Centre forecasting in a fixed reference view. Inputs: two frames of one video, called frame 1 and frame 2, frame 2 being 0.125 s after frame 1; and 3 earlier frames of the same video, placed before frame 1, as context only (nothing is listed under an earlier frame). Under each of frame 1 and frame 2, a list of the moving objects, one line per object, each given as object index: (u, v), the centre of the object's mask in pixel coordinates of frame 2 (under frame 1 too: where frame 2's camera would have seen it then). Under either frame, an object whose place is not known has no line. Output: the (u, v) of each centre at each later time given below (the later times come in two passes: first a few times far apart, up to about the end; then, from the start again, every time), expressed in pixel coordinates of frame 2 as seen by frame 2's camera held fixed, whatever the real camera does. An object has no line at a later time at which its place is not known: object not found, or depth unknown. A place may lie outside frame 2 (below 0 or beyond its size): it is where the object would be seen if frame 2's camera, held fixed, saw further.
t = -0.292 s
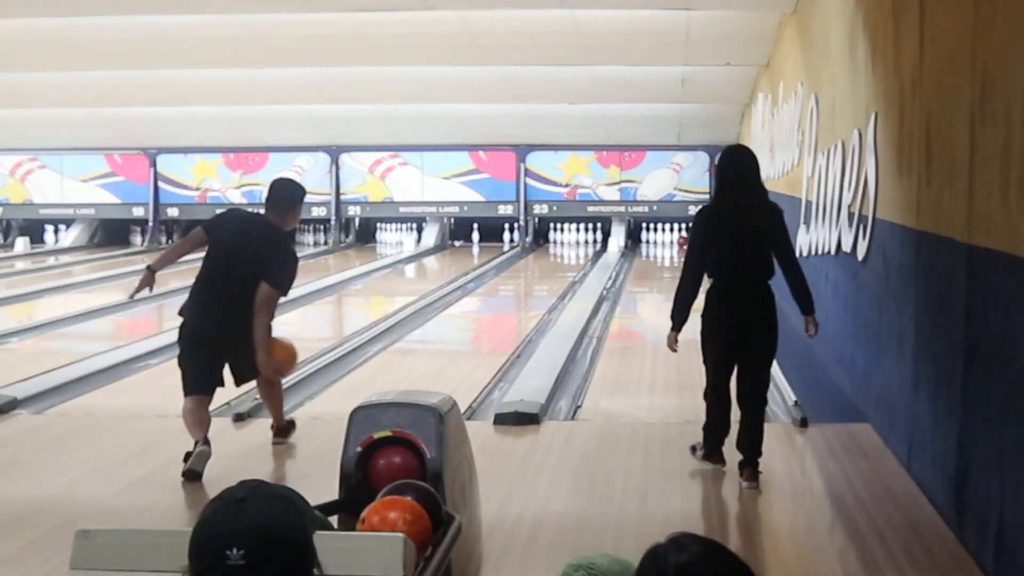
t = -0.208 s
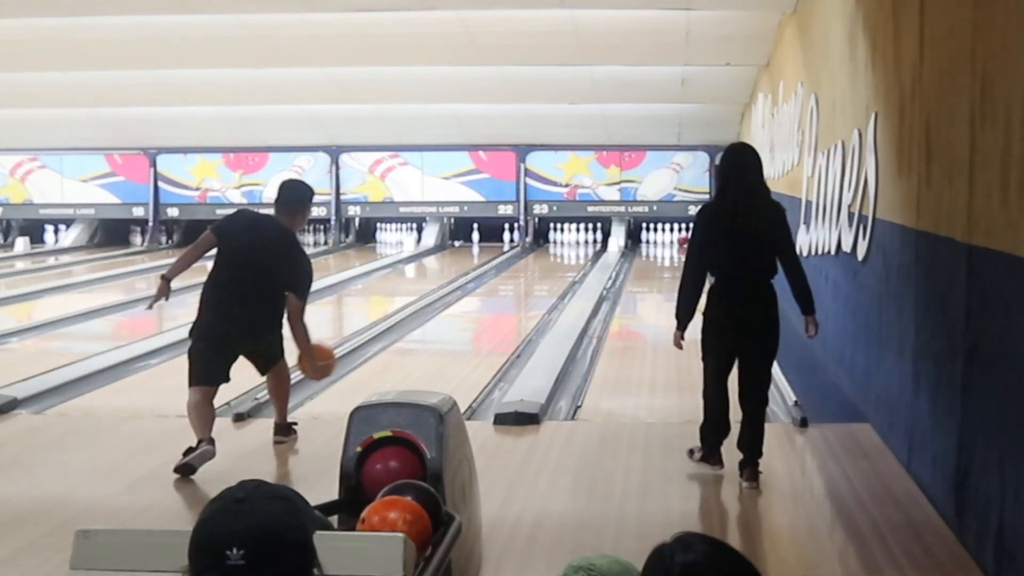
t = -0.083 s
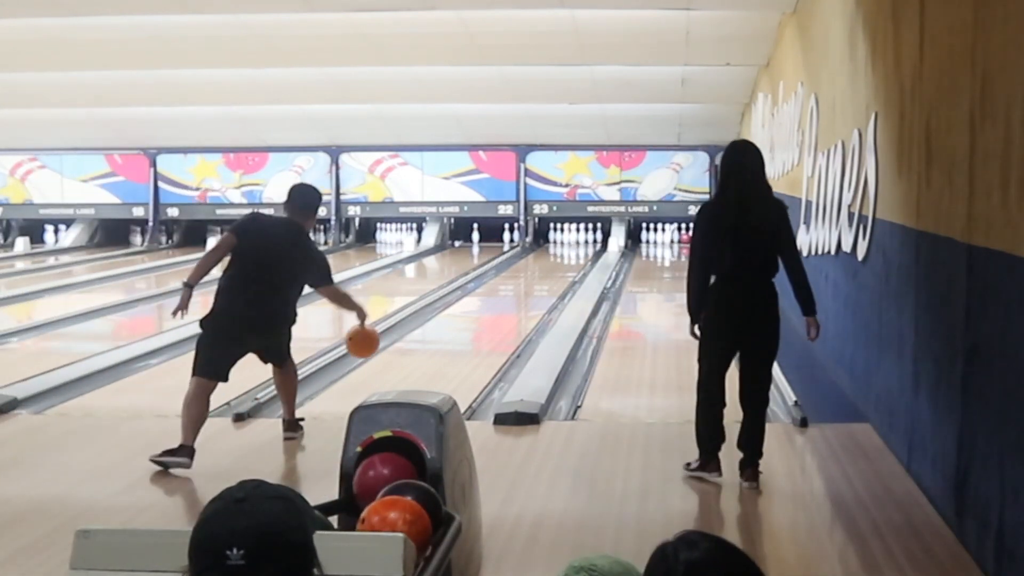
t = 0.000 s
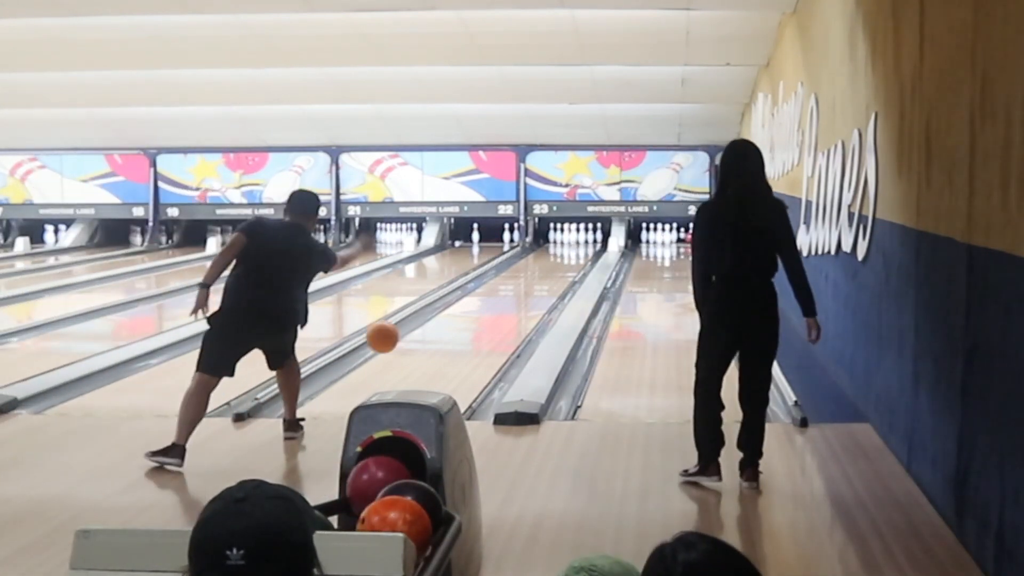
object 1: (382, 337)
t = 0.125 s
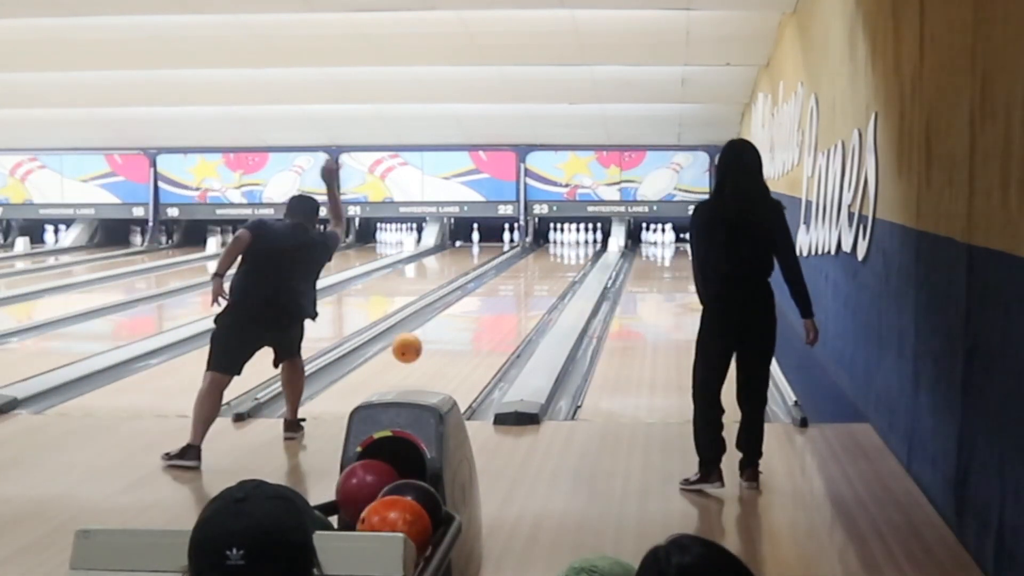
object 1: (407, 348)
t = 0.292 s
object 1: (436, 342)
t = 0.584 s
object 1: (475, 323)
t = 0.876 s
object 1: (503, 303)
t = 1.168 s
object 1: (525, 288)
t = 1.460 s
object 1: (540, 276)
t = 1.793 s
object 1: (555, 265)
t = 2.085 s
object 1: (565, 257)
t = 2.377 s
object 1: (571, 250)
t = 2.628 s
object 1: (574, 245)
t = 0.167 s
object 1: (417, 359)
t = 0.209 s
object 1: (422, 358)
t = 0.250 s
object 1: (431, 347)
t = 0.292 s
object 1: (436, 342)
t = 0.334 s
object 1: (443, 338)
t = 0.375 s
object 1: (448, 337)
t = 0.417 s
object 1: (455, 337)
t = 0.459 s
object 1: (460, 333)
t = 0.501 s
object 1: (466, 330)
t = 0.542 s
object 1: (470, 327)
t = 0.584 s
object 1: (475, 323)
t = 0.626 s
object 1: (479, 321)
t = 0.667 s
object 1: (485, 317)
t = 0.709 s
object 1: (488, 315)
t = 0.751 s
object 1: (492, 311)
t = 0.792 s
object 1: (495, 309)
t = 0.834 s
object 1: (500, 305)
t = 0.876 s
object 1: (503, 303)
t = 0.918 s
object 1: (507, 300)
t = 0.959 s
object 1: (510, 299)
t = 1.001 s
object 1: (513, 296)
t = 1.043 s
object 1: (516, 294)
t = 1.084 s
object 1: (519, 292)
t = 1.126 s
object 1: (522, 290)
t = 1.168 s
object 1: (525, 288)
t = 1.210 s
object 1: (526, 286)
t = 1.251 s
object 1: (529, 284)
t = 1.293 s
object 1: (531, 283)
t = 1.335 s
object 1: (534, 281)
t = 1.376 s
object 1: (535, 279)
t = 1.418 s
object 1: (538, 277)
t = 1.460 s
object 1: (540, 276)
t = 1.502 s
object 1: (543, 274)
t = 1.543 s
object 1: (544, 273)
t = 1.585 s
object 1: (546, 271)
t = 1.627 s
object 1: (548, 271)
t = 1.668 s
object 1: (550, 269)
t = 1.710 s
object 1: (552, 268)
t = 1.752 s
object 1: (554, 266)
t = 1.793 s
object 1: (555, 265)
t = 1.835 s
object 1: (556, 264)
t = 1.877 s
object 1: (557, 263)
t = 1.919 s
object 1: (560, 262)
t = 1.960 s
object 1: (561, 261)
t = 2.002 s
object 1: (562, 260)
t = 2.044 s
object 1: (563, 259)
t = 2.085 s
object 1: (565, 257)
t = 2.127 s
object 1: (565, 256)
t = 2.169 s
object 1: (567, 255)
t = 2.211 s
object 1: (568, 254)
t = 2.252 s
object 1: (569, 253)
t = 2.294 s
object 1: (570, 252)
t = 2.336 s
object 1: (570, 251)
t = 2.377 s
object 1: (571, 250)
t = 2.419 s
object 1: (572, 249)
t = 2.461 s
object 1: (572, 249)
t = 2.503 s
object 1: (573, 247)
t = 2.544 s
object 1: (573, 246)
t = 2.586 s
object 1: (574, 246)
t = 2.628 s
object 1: (574, 245)
